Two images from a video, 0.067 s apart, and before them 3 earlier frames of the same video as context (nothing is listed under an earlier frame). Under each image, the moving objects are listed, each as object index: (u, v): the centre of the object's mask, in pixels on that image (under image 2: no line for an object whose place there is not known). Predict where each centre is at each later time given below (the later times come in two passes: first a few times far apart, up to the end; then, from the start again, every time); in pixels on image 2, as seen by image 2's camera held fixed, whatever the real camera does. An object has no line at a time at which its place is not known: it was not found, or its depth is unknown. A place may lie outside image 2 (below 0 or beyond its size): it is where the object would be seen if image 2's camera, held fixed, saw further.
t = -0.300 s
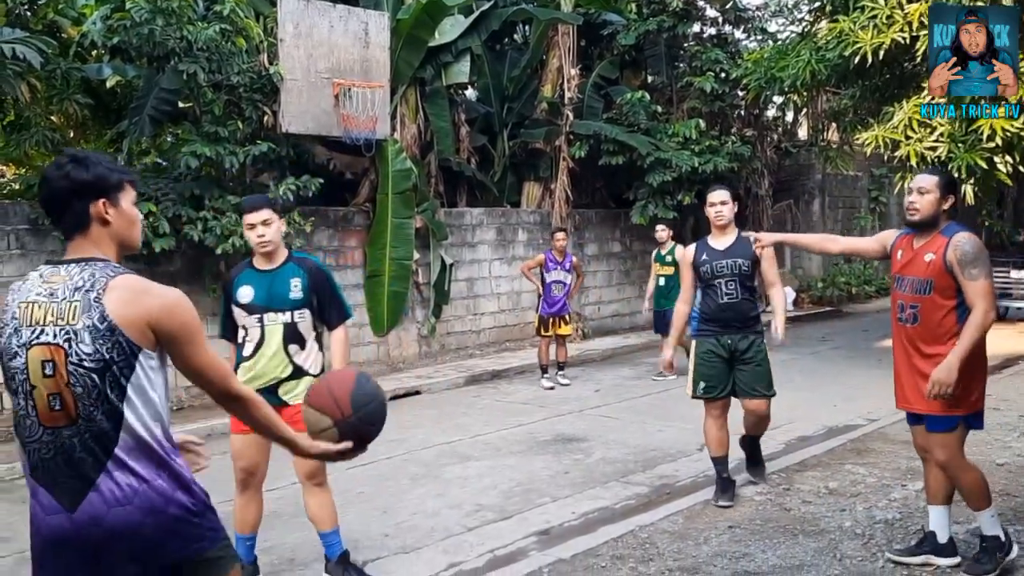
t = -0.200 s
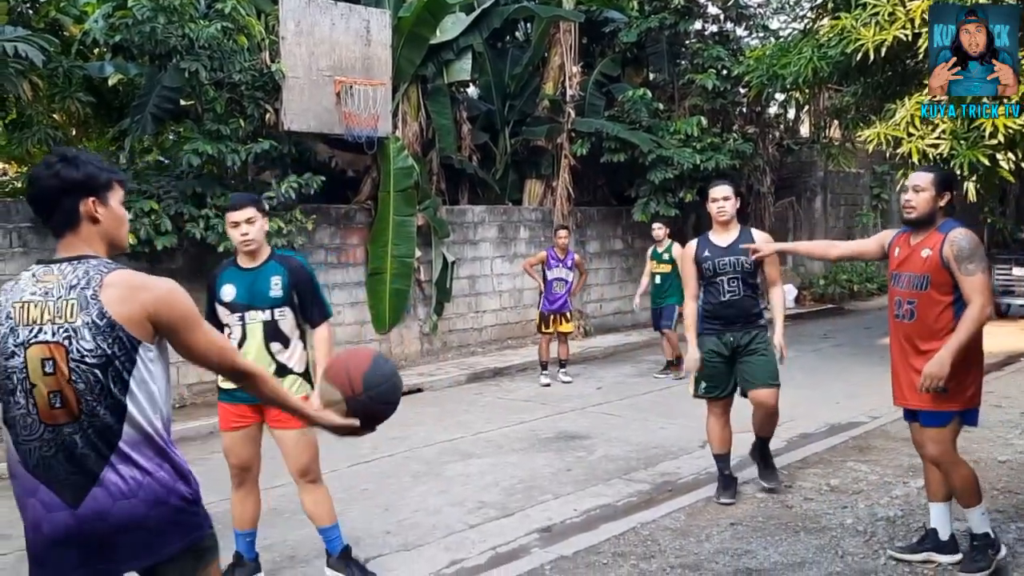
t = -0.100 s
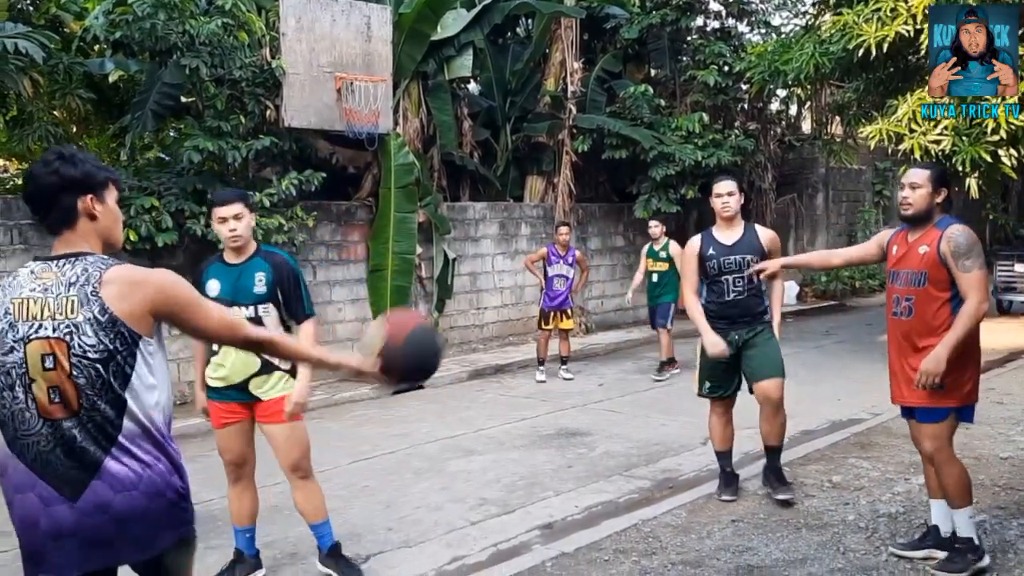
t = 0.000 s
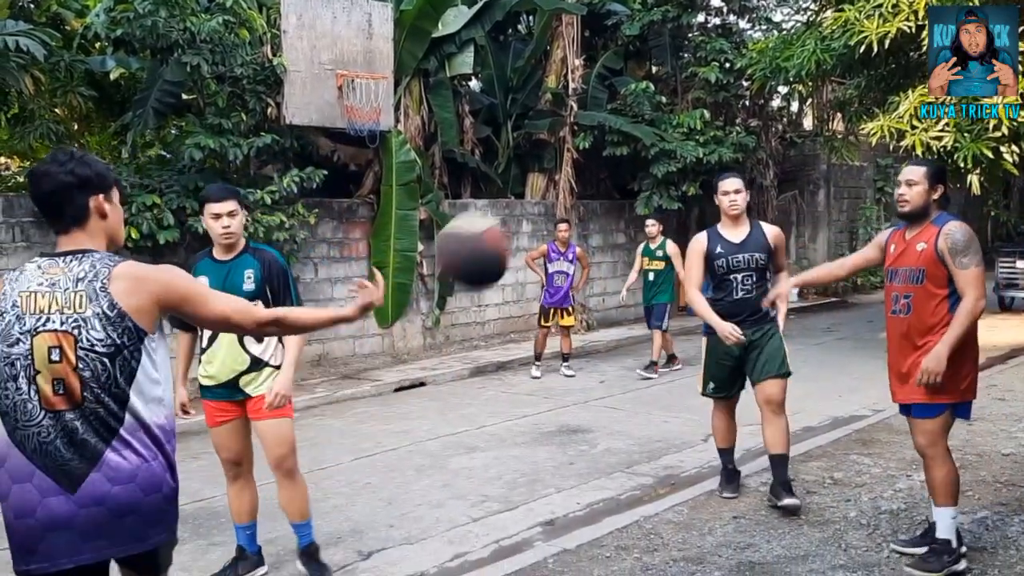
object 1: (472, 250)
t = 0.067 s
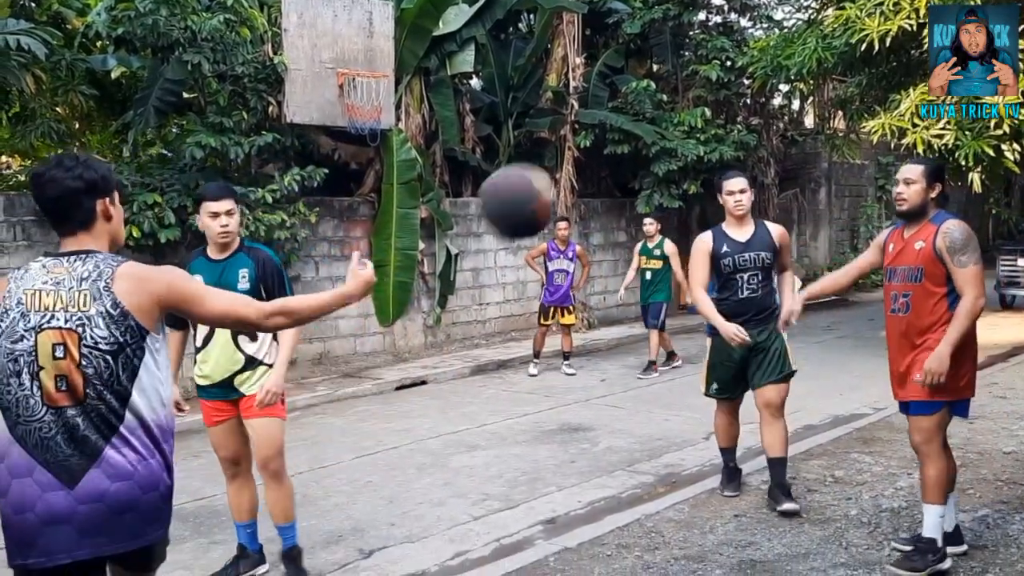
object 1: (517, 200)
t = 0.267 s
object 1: (637, 139)
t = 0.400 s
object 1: (712, 163)
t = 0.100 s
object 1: (537, 182)
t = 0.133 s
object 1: (559, 167)
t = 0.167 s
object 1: (577, 153)
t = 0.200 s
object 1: (599, 144)
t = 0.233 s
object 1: (618, 142)
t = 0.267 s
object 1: (637, 139)
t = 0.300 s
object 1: (655, 140)
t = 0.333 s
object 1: (674, 144)
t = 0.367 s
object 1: (694, 152)
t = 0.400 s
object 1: (712, 163)
